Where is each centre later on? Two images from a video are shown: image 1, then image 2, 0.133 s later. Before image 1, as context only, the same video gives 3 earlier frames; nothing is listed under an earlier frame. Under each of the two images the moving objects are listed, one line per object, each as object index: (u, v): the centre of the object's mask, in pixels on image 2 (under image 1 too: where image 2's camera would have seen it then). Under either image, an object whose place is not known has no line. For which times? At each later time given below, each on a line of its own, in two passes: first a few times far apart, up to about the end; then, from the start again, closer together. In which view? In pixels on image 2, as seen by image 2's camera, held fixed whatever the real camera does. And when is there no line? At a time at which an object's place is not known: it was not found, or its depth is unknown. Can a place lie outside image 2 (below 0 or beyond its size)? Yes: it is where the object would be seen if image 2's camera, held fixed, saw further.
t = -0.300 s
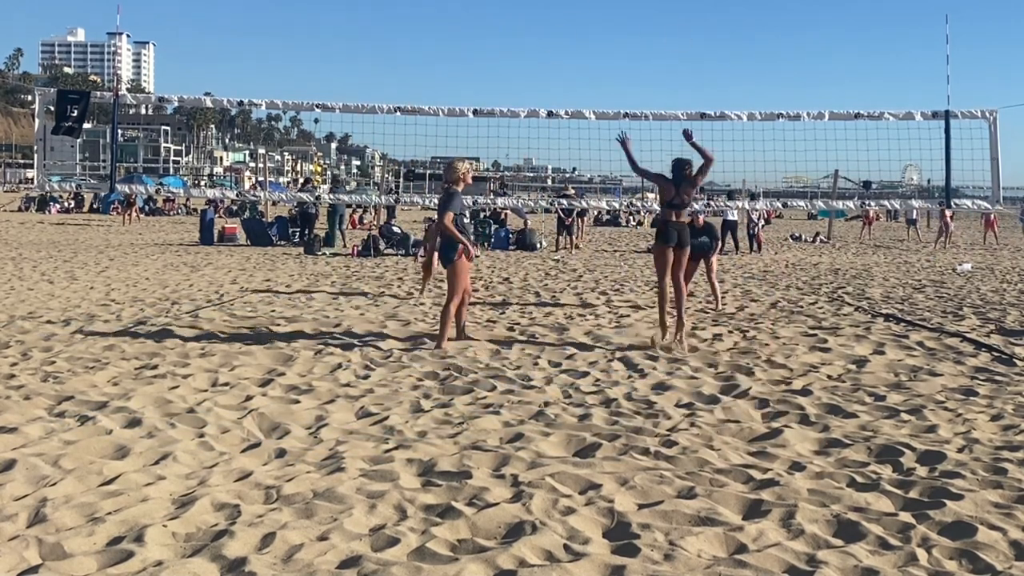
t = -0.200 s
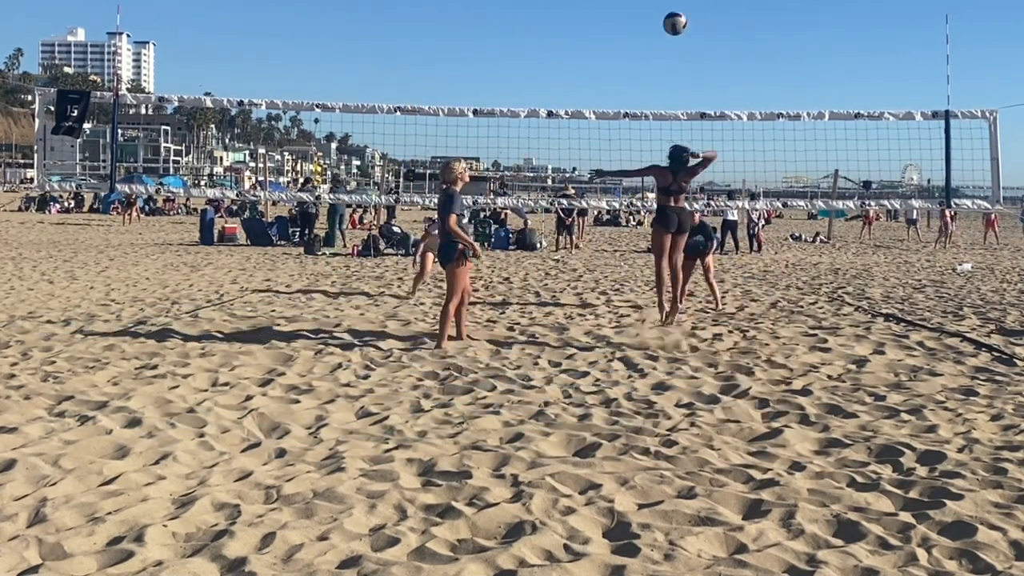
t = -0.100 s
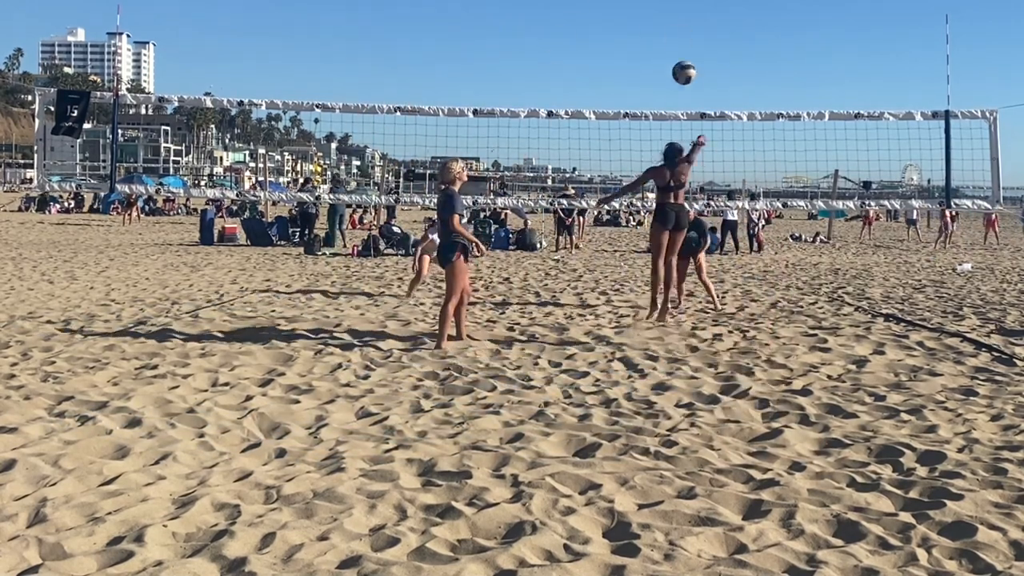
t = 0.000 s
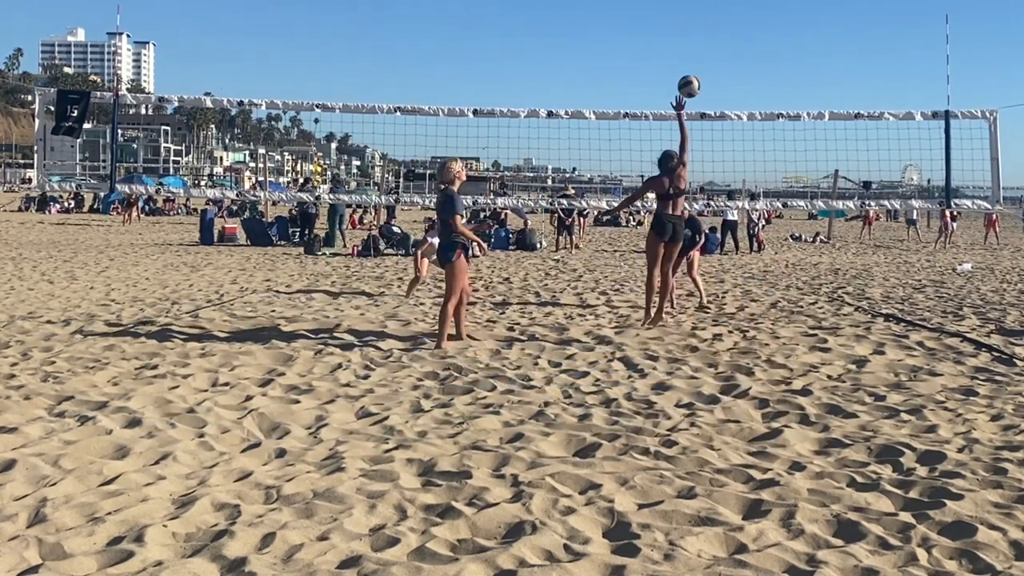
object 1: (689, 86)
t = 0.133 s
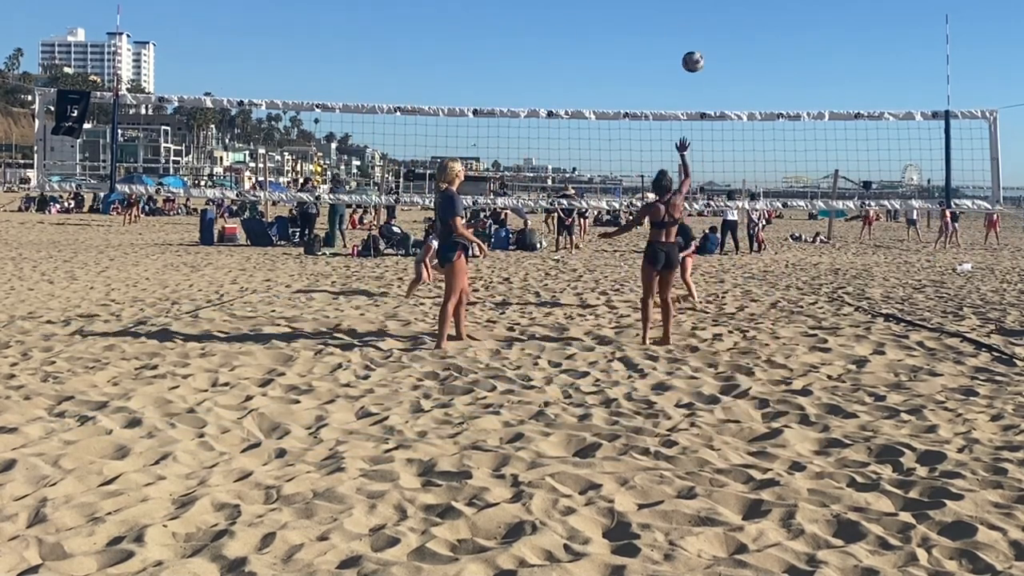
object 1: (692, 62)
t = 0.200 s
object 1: (694, 58)
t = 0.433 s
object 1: (698, 75)
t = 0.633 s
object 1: (699, 124)
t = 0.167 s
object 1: (693, 59)
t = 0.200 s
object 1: (694, 58)
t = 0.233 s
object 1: (695, 57)
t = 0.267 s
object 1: (695, 58)
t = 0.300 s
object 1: (696, 59)
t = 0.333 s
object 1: (697, 62)
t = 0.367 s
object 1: (697, 65)
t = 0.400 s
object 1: (698, 70)
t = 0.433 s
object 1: (698, 75)
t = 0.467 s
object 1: (698, 81)
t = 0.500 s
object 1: (699, 87)
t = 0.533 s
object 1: (699, 94)
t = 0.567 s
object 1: (700, 102)
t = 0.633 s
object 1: (699, 124)
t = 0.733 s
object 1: (699, 150)
